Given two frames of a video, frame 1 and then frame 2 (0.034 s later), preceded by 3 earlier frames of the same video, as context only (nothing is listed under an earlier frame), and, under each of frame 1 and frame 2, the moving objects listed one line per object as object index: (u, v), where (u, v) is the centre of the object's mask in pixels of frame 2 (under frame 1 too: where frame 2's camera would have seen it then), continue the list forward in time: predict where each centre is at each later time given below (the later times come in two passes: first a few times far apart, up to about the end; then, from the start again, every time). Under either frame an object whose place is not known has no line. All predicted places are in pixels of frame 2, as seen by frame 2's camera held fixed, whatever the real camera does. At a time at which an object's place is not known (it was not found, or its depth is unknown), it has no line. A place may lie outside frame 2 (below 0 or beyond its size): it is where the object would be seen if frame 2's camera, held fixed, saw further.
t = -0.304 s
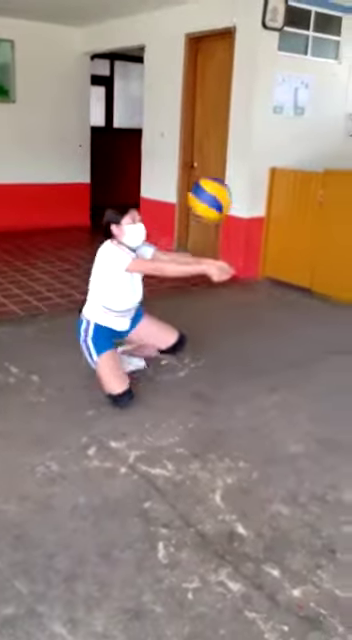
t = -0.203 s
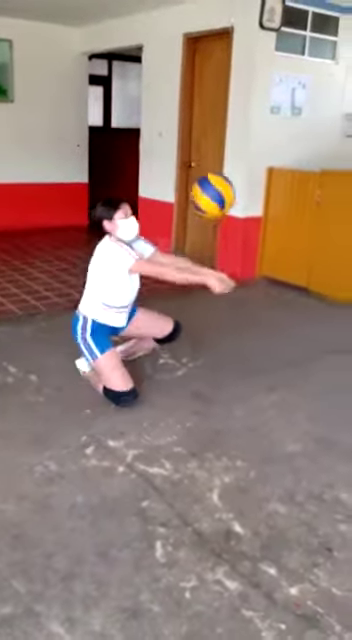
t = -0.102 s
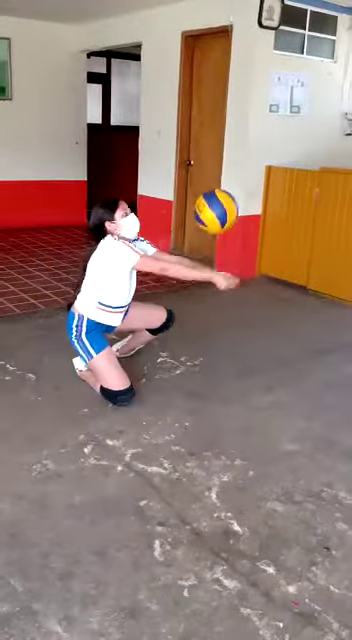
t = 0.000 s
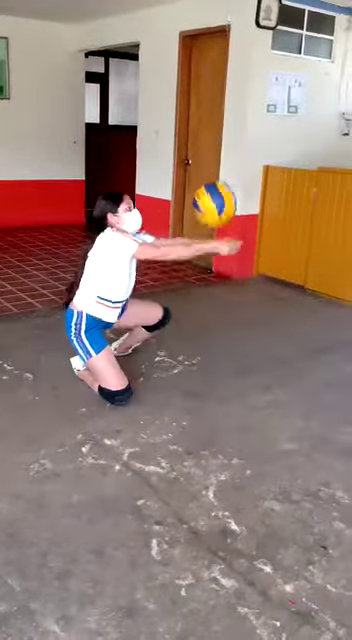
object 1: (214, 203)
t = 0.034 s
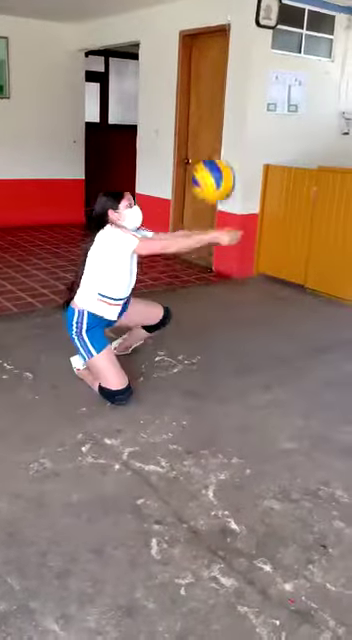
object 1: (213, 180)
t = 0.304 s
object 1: (197, 84)
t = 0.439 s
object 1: (185, 97)
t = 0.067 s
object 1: (211, 159)
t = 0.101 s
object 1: (210, 140)
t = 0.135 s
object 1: (208, 125)
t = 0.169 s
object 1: (206, 112)
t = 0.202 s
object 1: (204, 101)
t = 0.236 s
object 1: (202, 93)
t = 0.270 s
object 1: (199, 87)
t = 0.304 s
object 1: (197, 84)
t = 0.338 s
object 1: (194, 83)
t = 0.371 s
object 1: (191, 86)
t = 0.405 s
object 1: (188, 90)
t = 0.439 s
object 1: (185, 97)
